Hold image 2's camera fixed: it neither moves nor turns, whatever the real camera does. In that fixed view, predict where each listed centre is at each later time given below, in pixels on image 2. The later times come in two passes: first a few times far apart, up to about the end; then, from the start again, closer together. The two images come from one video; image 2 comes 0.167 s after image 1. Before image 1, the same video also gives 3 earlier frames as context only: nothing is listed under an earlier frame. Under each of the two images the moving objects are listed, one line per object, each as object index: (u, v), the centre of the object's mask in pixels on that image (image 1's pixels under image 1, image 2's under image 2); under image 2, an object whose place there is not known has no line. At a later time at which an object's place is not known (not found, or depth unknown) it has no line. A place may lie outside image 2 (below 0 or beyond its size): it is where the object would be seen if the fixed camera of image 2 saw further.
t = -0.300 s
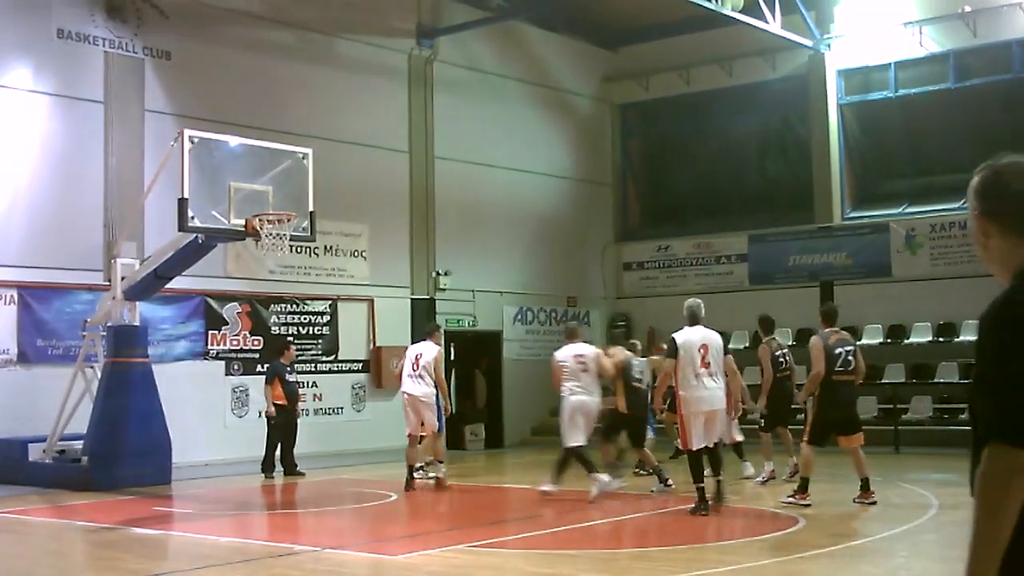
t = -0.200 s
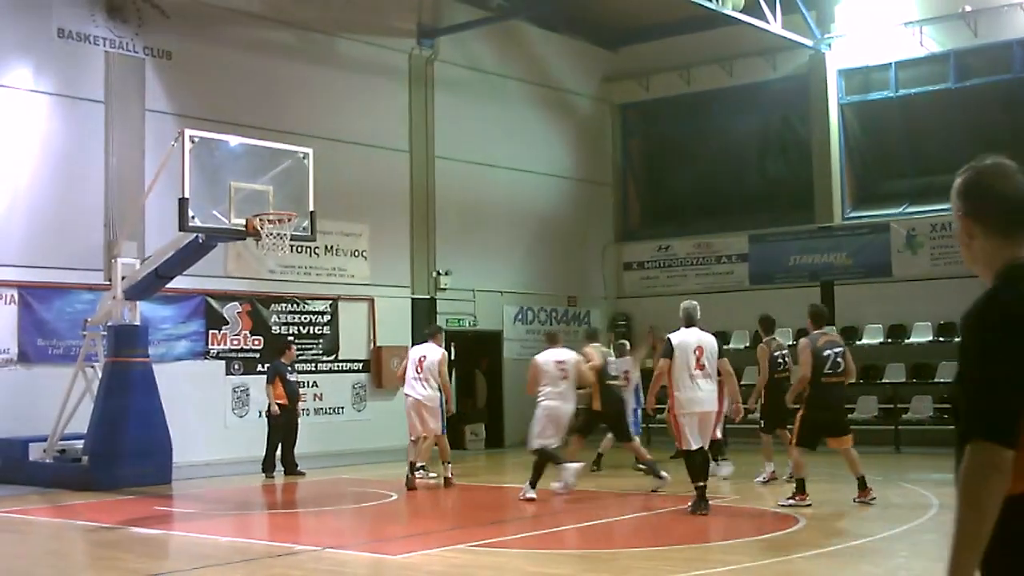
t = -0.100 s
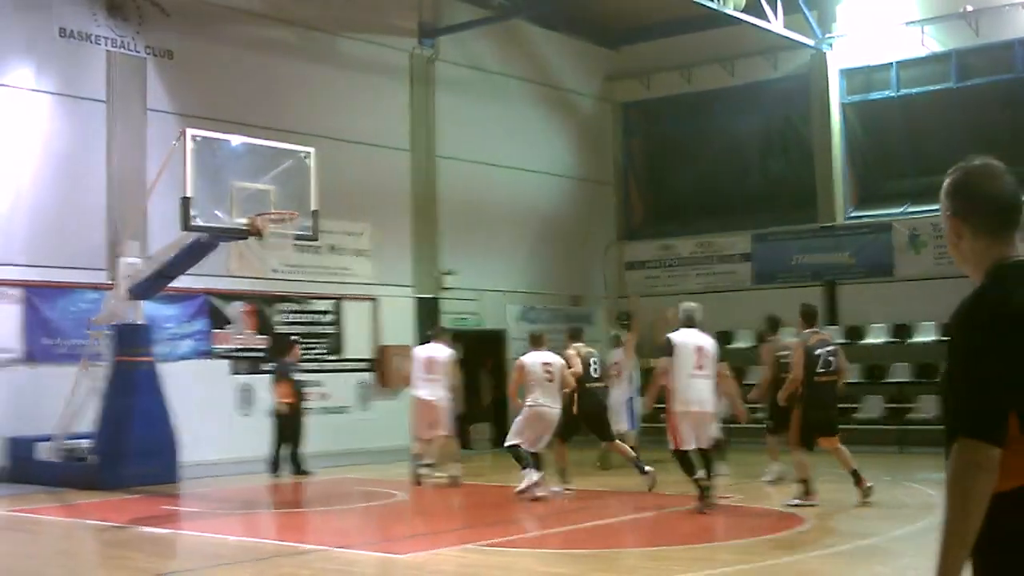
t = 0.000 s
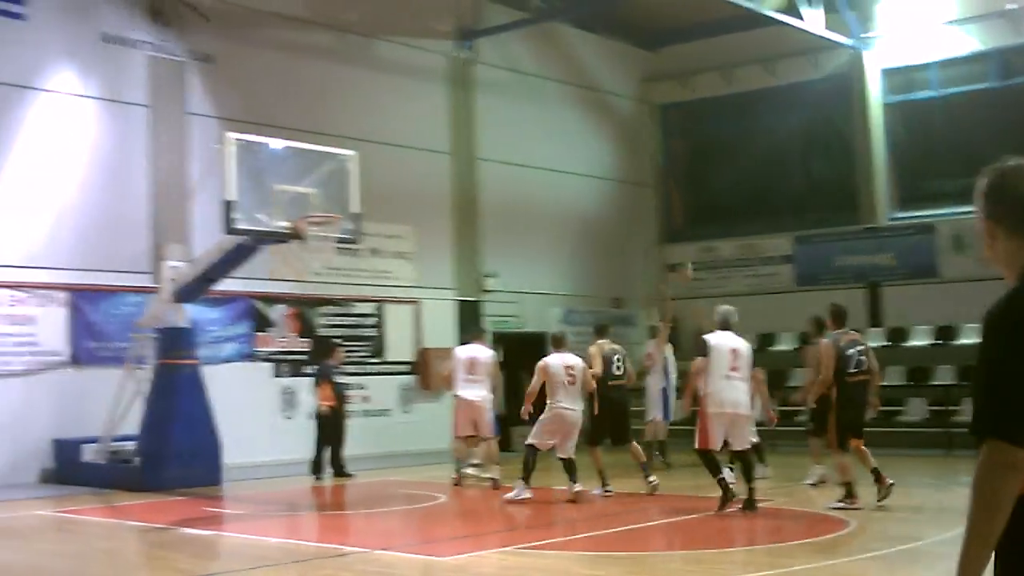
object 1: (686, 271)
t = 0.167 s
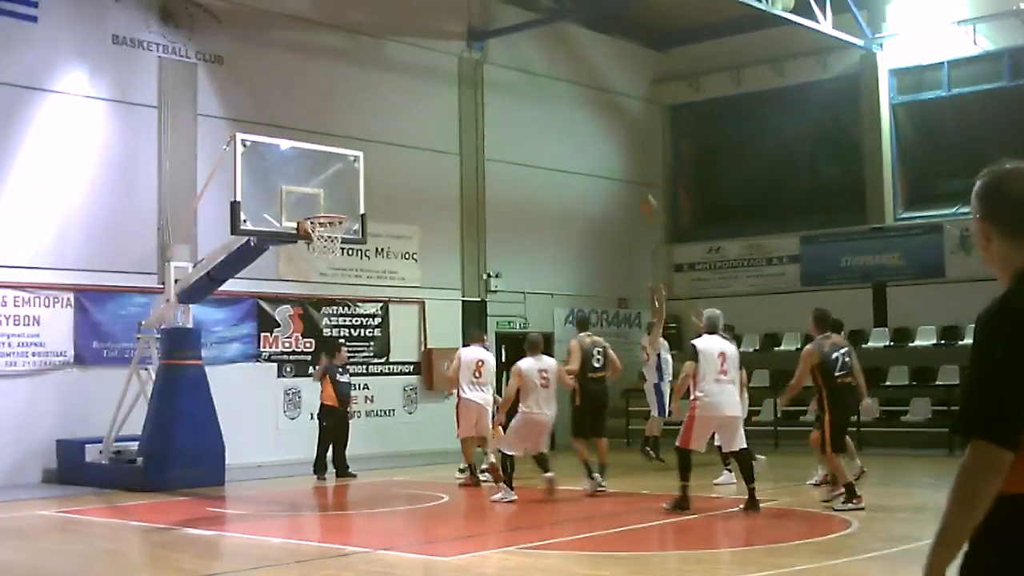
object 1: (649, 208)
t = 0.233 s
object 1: (630, 182)
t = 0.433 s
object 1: (573, 129)
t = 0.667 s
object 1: (505, 103)
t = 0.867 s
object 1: (448, 110)
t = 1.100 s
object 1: (374, 161)
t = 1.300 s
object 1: (317, 245)
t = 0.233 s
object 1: (630, 182)
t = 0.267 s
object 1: (621, 171)
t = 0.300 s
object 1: (609, 160)
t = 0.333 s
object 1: (598, 152)
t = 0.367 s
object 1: (590, 144)
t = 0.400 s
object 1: (580, 136)
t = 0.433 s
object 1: (573, 129)
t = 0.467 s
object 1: (565, 124)
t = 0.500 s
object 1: (557, 118)
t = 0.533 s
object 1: (547, 113)
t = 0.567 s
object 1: (538, 109)
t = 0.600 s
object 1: (528, 106)
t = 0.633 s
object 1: (514, 103)
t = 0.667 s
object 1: (505, 103)
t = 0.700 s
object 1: (493, 102)
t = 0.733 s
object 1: (482, 102)
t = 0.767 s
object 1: (473, 102)
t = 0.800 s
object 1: (467, 103)
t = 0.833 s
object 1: (458, 106)
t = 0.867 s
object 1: (448, 110)
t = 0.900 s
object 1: (437, 114)
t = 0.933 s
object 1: (427, 120)
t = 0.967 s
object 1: (417, 125)
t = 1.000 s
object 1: (407, 133)
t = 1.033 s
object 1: (396, 141)
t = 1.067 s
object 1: (384, 151)
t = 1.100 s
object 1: (374, 161)
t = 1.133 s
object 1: (362, 173)
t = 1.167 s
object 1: (350, 186)
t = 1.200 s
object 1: (338, 201)
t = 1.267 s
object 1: (313, 230)
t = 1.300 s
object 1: (317, 245)
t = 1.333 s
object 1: (316, 254)
